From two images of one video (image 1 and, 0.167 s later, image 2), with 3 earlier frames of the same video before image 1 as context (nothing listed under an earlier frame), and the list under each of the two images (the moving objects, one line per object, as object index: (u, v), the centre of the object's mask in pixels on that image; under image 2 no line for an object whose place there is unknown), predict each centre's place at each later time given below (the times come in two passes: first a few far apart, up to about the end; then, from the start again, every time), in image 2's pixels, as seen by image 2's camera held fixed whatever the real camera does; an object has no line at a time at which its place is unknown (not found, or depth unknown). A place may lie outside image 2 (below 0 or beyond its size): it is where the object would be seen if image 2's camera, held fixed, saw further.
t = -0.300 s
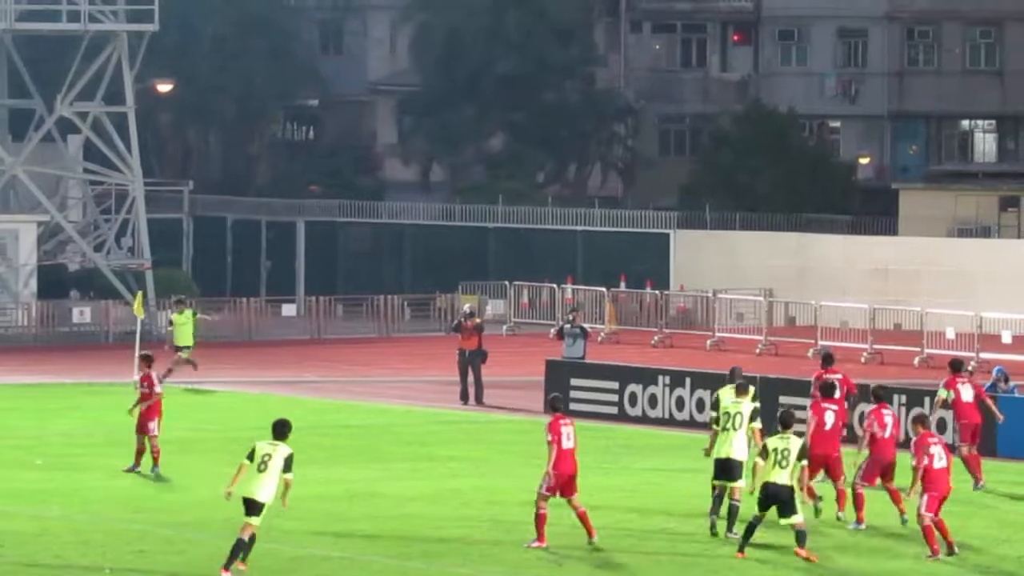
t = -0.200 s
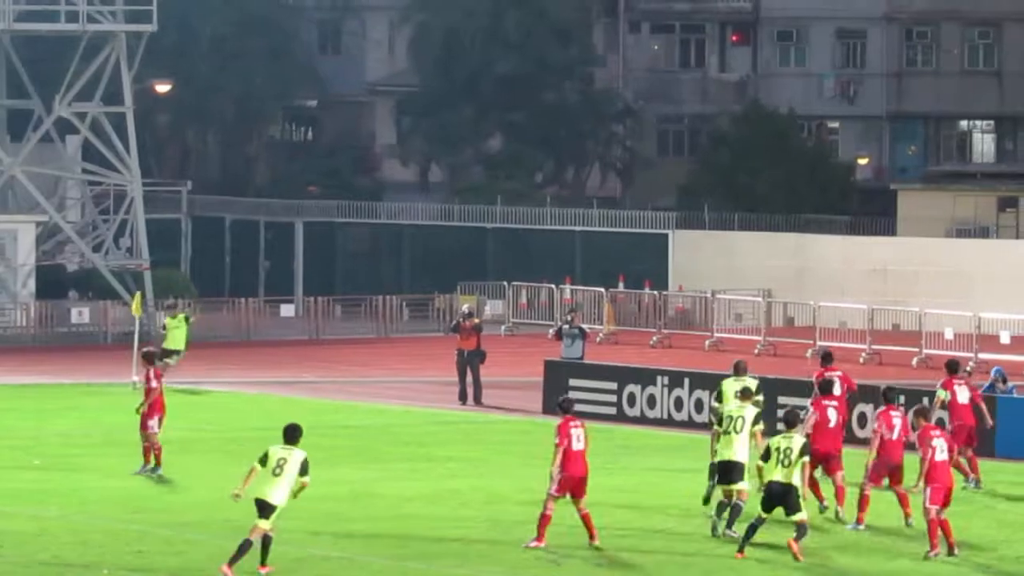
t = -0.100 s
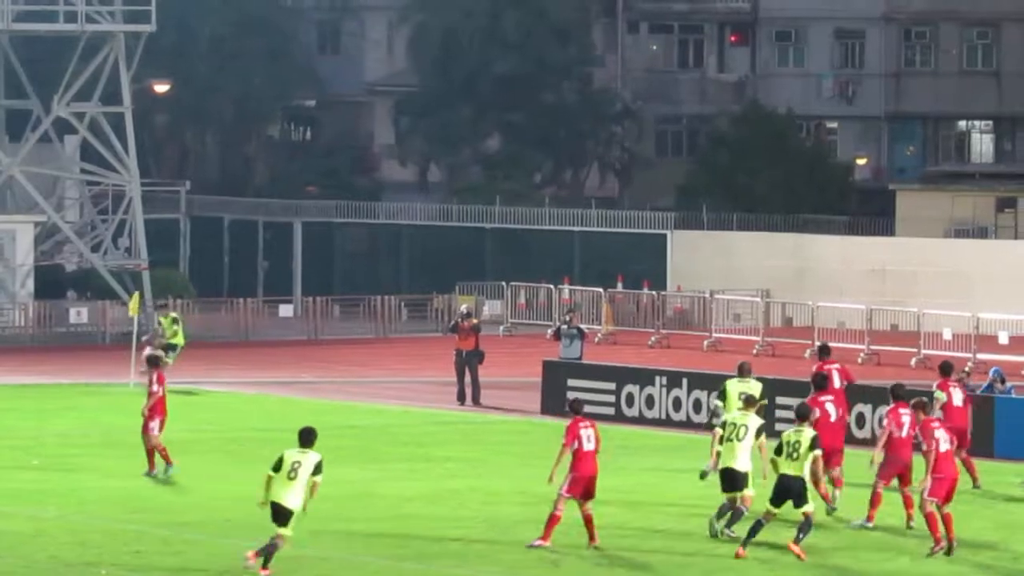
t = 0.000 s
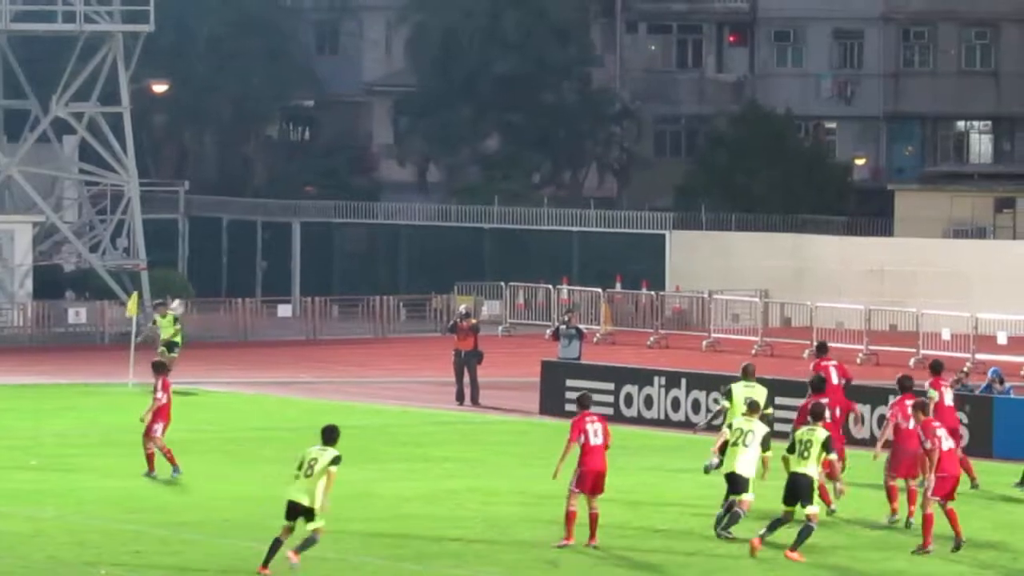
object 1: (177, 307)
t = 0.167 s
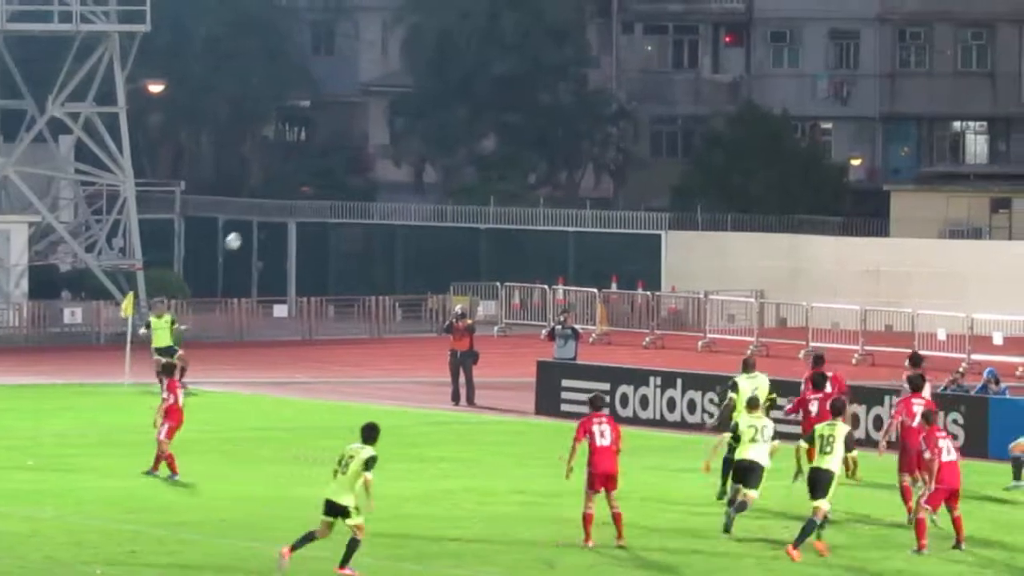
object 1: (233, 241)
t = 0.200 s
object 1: (246, 230)
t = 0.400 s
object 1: (338, 175)
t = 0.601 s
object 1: (443, 146)
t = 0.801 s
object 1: (558, 144)
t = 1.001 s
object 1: (687, 171)
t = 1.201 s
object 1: (829, 229)
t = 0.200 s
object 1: (246, 230)
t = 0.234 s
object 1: (260, 219)
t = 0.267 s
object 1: (275, 209)
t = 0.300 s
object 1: (290, 199)
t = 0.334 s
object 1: (306, 191)
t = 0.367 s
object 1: (321, 183)
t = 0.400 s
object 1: (338, 175)
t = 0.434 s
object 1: (354, 169)
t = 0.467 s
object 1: (371, 163)
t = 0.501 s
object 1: (389, 157)
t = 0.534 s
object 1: (406, 153)
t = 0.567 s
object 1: (424, 150)
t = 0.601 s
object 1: (443, 146)
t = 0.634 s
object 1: (461, 145)
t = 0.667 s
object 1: (480, 143)
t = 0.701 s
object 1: (500, 142)
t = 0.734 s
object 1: (519, 142)
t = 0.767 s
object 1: (538, 143)
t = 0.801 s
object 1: (558, 144)
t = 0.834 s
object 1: (579, 146)
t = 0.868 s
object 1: (600, 150)
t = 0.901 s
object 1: (621, 154)
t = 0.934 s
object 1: (642, 159)
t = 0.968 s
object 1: (664, 165)
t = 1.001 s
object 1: (687, 171)
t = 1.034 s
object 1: (710, 179)
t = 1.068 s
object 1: (733, 187)
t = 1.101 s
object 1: (757, 196)
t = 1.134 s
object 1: (781, 206)
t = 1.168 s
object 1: (805, 218)
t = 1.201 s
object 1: (829, 229)
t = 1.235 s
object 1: (854, 242)
